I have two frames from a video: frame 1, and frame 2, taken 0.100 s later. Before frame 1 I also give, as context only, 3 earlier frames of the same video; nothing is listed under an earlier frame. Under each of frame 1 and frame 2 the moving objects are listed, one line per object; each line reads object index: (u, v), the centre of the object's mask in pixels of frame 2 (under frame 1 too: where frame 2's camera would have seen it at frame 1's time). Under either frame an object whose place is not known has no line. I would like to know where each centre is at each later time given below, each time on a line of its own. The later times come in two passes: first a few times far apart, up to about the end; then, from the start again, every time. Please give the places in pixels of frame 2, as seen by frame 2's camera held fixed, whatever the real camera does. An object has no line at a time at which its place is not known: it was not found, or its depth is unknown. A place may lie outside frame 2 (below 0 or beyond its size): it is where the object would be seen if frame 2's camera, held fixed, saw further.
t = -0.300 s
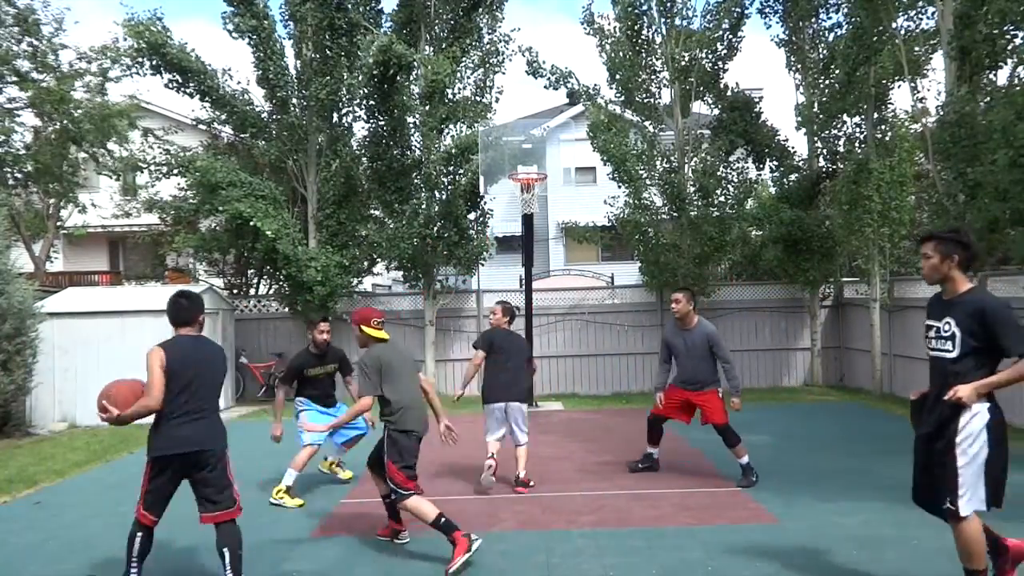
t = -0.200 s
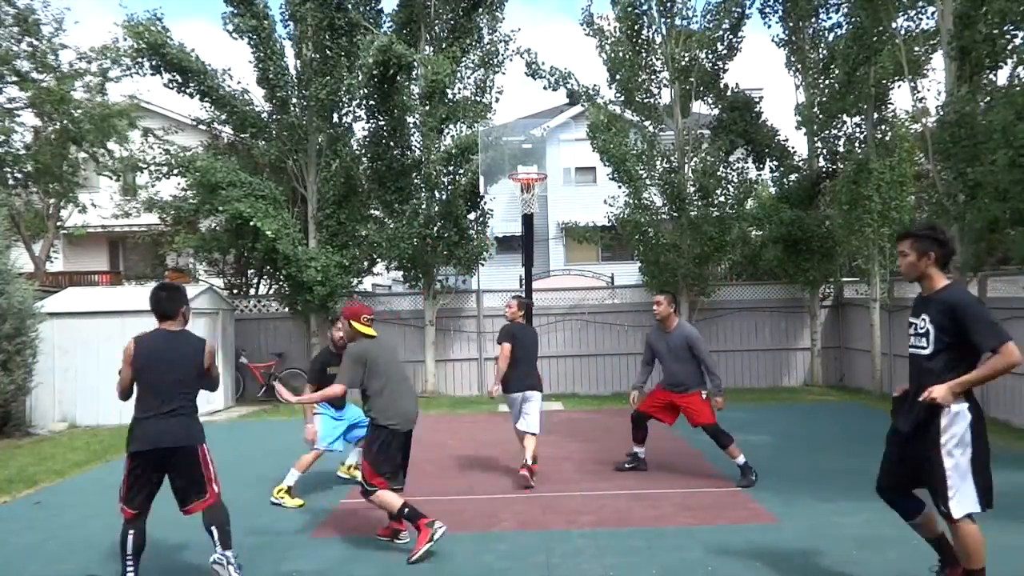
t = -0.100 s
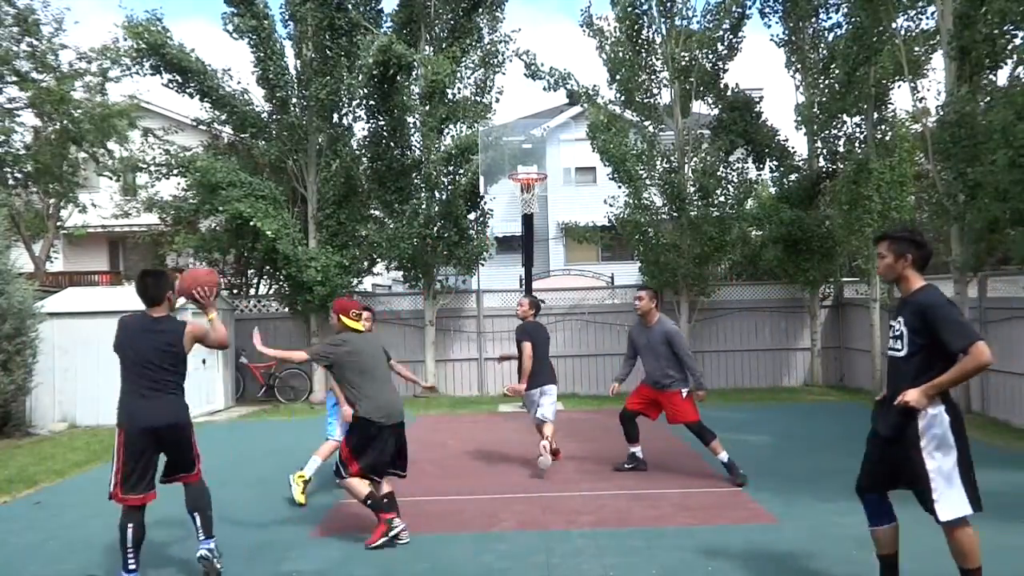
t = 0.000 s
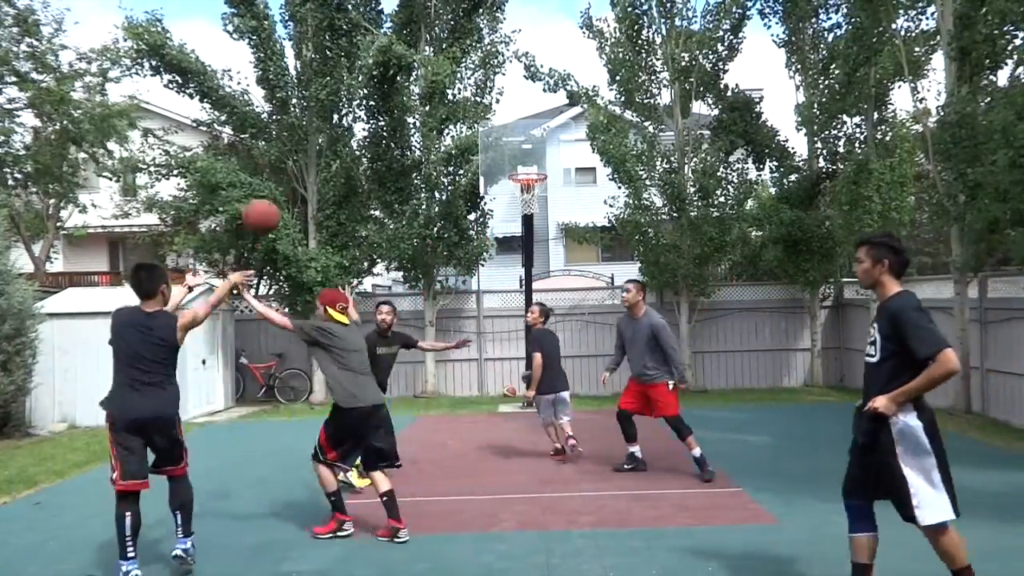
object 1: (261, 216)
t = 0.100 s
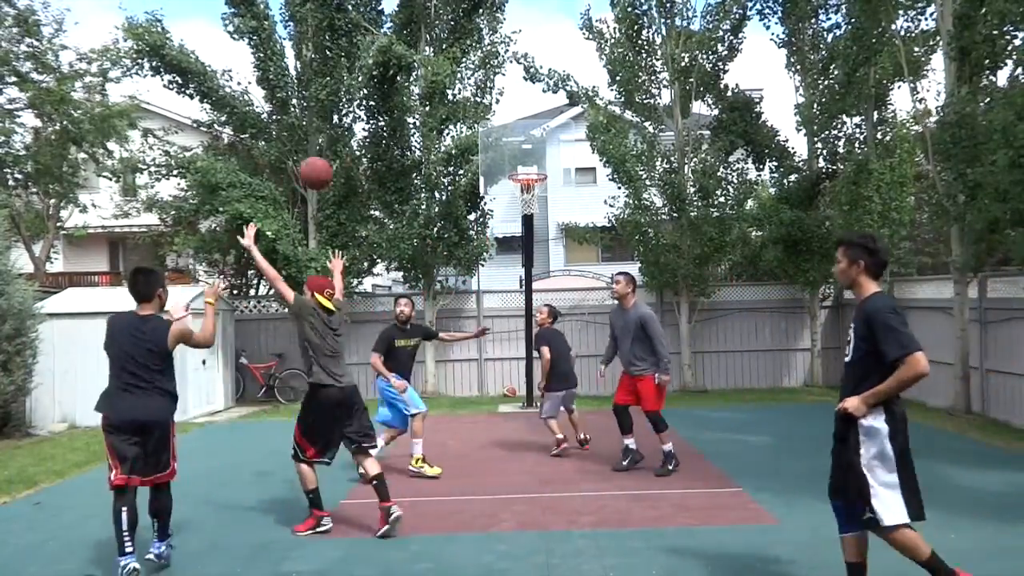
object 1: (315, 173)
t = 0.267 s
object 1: (387, 140)
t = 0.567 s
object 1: (480, 166)
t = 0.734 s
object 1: (516, 210)
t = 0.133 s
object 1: (332, 163)
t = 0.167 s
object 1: (347, 154)
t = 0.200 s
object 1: (361, 149)
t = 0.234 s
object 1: (374, 143)
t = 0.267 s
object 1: (387, 140)
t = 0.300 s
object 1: (398, 140)
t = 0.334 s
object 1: (411, 140)
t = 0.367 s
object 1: (422, 140)
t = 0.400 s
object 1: (433, 142)
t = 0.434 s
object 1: (442, 145)
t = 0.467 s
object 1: (452, 150)
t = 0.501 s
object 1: (461, 155)
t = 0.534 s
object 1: (469, 160)
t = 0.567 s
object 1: (480, 166)
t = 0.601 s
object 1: (487, 175)
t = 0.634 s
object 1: (494, 182)
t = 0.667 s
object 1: (502, 190)
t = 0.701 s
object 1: (509, 200)
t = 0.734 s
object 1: (516, 210)
